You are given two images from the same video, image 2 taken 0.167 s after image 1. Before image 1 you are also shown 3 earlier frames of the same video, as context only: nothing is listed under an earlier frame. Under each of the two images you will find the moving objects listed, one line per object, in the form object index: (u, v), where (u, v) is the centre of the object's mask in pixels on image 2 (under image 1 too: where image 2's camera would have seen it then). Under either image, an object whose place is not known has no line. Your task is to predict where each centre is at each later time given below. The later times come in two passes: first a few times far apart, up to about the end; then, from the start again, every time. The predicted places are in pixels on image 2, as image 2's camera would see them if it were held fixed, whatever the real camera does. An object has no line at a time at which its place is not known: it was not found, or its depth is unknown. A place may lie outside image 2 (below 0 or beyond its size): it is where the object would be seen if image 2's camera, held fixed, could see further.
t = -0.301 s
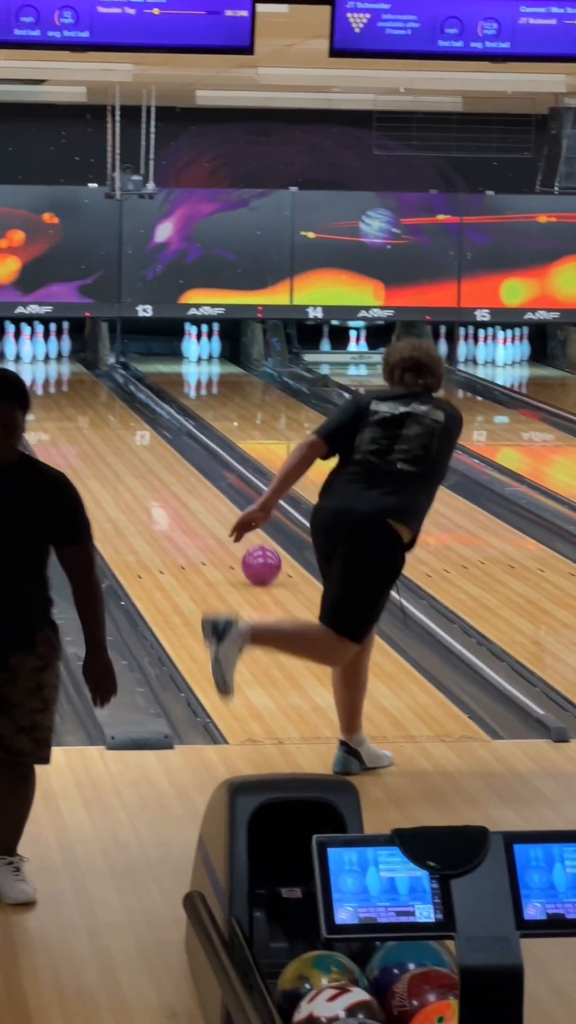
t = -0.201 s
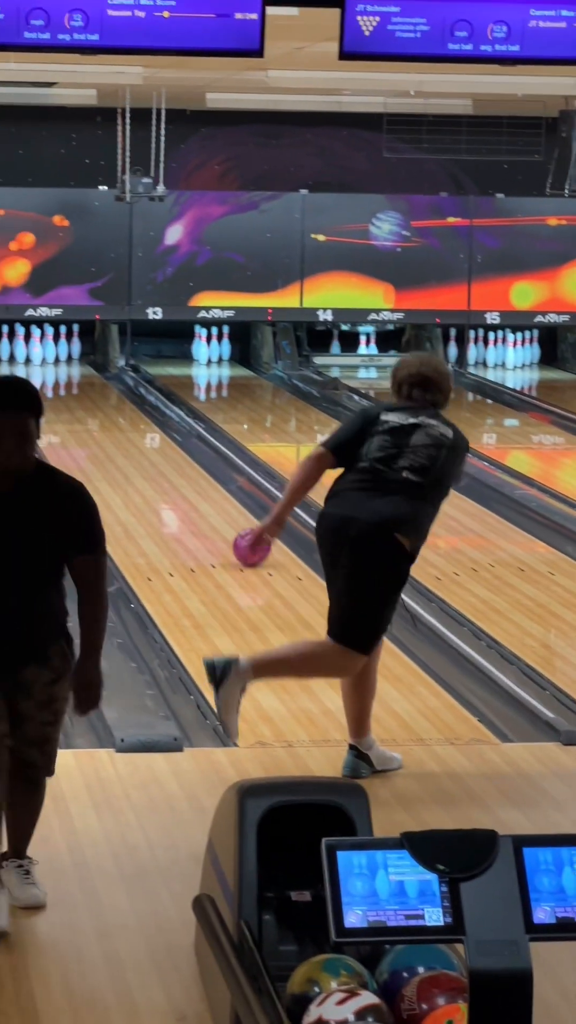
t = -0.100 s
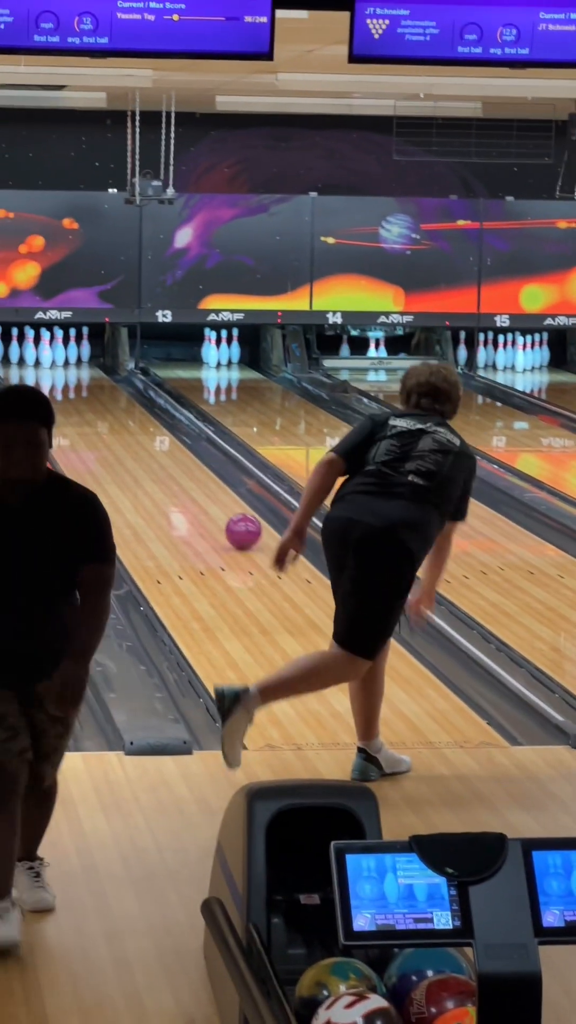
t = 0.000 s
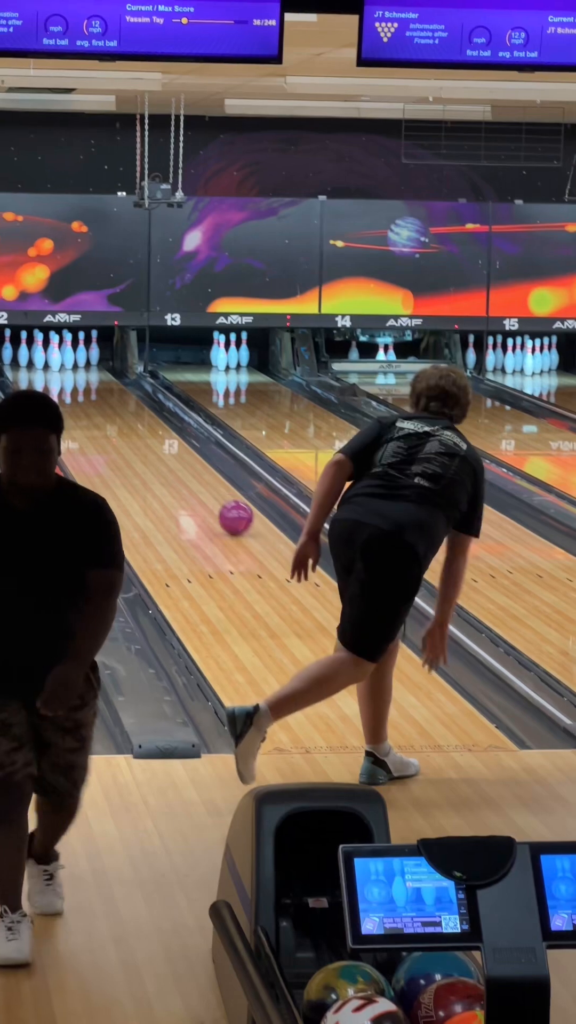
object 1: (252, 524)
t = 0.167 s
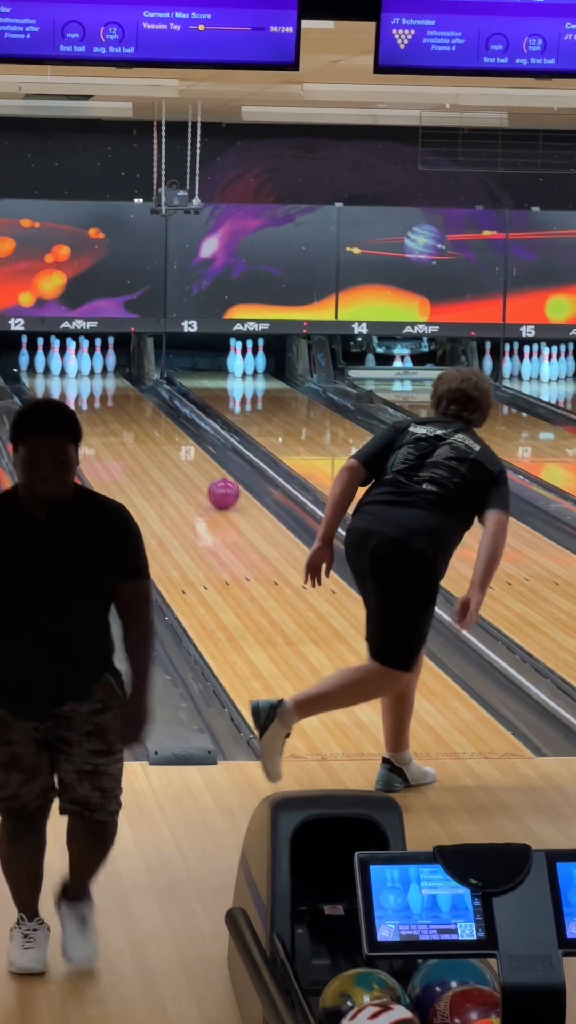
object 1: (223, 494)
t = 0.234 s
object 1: (215, 484)
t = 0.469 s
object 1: (188, 456)
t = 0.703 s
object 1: (165, 432)
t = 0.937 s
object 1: (144, 411)
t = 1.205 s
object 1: (121, 392)
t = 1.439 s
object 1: (98, 378)
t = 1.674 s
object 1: (76, 367)
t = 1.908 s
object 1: (57, 361)
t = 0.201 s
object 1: (219, 489)
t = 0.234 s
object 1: (215, 484)
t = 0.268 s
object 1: (211, 480)
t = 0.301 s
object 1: (207, 476)
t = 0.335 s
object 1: (203, 471)
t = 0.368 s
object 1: (199, 467)
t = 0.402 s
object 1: (195, 464)
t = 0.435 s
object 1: (192, 460)
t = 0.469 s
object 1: (188, 456)
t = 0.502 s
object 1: (184, 452)
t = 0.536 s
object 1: (181, 449)
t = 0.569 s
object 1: (178, 445)
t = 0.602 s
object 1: (174, 442)
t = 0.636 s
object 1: (171, 439)
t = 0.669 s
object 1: (168, 435)
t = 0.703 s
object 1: (165, 432)
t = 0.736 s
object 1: (162, 429)
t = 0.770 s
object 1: (159, 426)
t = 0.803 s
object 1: (156, 423)
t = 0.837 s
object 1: (153, 420)
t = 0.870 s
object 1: (150, 417)
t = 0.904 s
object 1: (147, 414)
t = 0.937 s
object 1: (144, 411)
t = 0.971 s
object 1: (141, 409)
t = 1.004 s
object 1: (138, 407)
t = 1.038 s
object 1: (135, 404)
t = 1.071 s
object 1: (132, 401)
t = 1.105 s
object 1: (129, 399)
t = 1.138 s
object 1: (126, 397)
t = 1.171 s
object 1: (123, 394)
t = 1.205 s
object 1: (121, 392)
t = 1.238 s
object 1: (118, 390)
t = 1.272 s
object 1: (114, 388)
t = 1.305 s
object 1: (111, 386)
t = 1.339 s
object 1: (108, 384)
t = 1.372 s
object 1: (105, 382)
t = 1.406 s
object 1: (101, 380)
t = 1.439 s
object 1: (98, 378)
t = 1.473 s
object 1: (95, 377)
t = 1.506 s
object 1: (91, 375)
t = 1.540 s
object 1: (88, 373)
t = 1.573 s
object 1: (85, 371)
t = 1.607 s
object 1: (82, 370)
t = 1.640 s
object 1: (79, 369)
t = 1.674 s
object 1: (76, 367)
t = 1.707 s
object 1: (75, 366)
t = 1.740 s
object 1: (73, 365)
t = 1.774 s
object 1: (69, 365)
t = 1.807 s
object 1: (67, 363)
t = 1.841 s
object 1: (64, 363)
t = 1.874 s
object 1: (61, 362)
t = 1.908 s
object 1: (57, 361)
